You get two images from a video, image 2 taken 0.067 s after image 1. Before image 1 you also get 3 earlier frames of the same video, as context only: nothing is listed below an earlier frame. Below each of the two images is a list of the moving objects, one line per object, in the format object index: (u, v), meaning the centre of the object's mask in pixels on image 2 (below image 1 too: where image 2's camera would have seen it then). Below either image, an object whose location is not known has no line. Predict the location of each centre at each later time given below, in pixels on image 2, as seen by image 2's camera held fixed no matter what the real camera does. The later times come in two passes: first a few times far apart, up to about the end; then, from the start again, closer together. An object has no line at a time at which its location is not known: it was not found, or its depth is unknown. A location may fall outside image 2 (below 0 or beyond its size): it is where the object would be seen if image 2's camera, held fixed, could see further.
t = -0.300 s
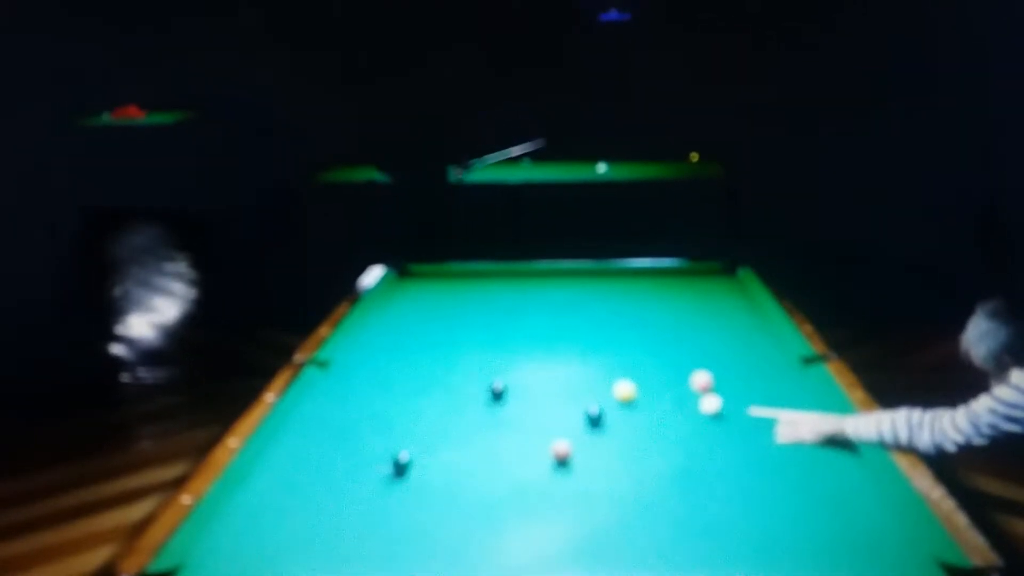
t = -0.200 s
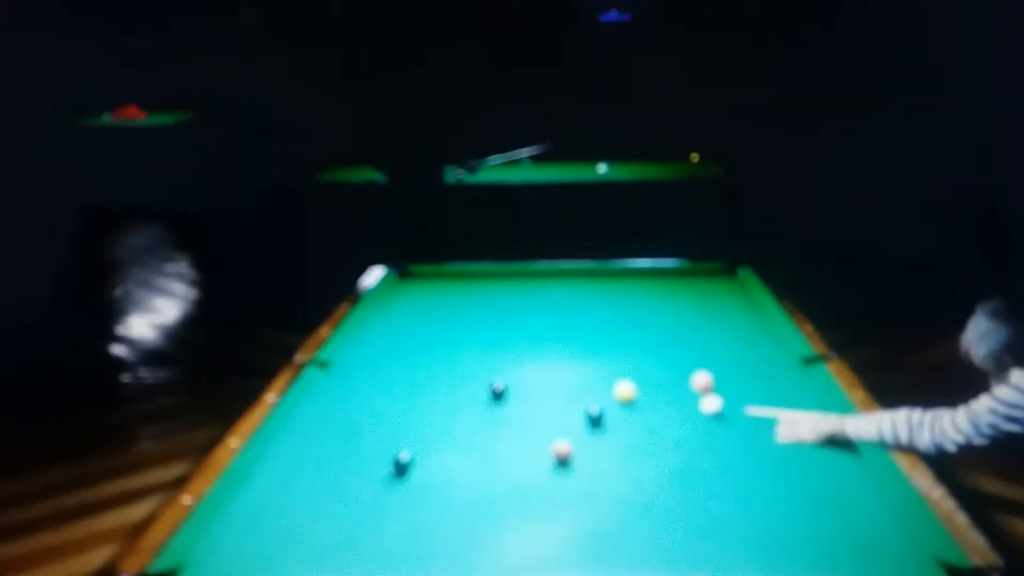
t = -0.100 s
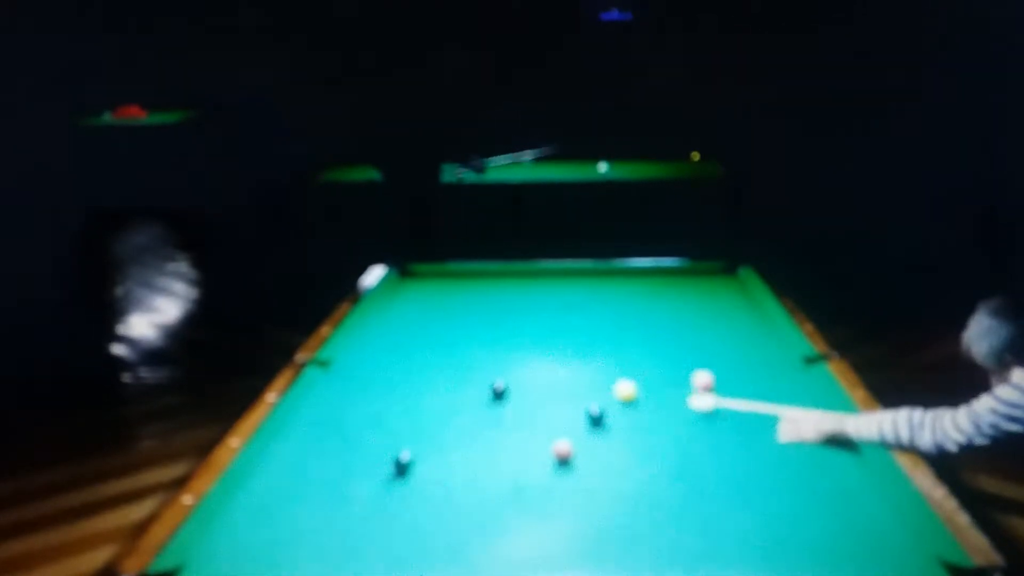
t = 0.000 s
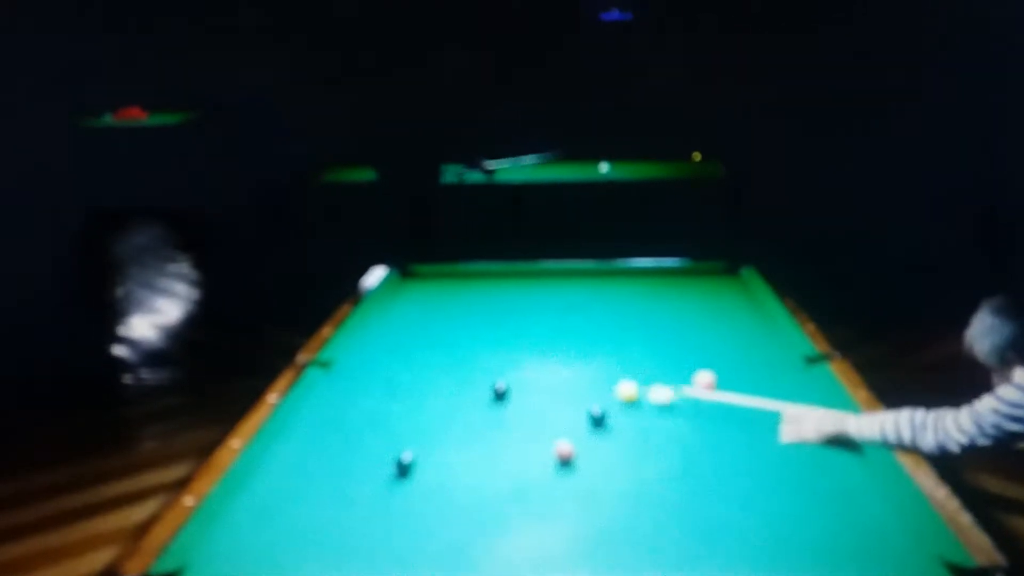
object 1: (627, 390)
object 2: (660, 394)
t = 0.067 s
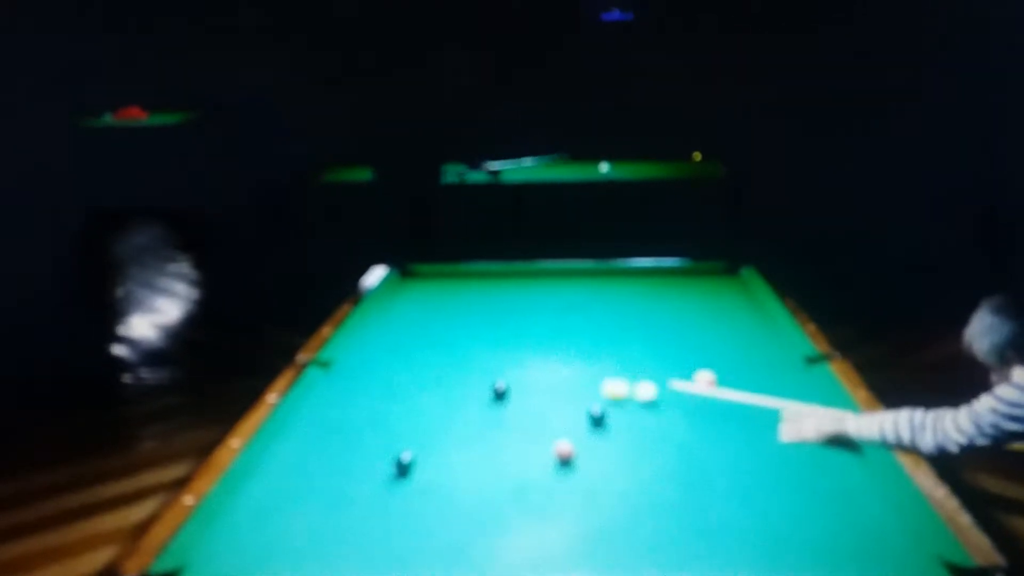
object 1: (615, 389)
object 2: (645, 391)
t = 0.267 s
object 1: (554, 381)
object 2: (634, 385)
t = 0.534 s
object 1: (491, 377)
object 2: (615, 378)
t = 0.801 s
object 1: (430, 371)
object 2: (597, 371)
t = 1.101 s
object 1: (369, 365)
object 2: (581, 365)
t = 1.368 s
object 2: (567, 360)
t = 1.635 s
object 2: (556, 356)
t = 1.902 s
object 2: (546, 352)
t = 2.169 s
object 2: (538, 350)
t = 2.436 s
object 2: (531, 347)
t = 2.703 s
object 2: (526, 345)
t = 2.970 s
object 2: (521, 343)
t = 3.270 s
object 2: (518, 343)
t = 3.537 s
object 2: (517, 342)
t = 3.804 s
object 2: (517, 342)
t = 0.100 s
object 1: (604, 388)
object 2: (645, 391)
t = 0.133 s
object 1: (592, 386)
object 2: (644, 390)
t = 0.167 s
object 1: (582, 385)
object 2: (642, 388)
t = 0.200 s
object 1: (571, 383)
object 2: (639, 387)
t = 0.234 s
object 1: (562, 382)
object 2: (636, 386)
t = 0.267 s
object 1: (554, 381)
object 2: (634, 385)
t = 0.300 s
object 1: (545, 380)
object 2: (632, 383)
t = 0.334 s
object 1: (537, 380)
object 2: (629, 383)
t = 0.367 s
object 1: (529, 379)
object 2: (626, 382)
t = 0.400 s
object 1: (521, 379)
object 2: (624, 381)
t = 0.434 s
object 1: (514, 378)
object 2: (622, 381)
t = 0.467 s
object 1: (505, 377)
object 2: (620, 380)
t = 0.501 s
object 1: (498, 378)
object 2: (617, 379)
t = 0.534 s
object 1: (491, 377)
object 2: (615, 378)
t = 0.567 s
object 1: (482, 376)
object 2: (612, 377)
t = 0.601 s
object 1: (474, 375)
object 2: (610, 376)
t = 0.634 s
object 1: (466, 374)
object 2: (608, 375)
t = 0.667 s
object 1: (459, 373)
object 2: (606, 374)
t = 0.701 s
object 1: (452, 372)
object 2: (604, 374)
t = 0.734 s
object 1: (444, 372)
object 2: (601, 372)
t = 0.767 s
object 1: (437, 372)
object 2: (599, 372)
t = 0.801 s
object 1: (430, 371)
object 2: (597, 371)
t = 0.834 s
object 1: (423, 370)
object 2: (595, 370)
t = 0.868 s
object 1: (416, 370)
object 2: (593, 370)
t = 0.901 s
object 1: (409, 369)
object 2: (591, 369)
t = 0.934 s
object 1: (402, 369)
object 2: (590, 368)
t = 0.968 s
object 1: (395, 368)
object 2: (588, 367)
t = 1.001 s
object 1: (388, 367)
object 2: (586, 367)
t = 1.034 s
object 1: (382, 366)
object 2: (584, 366)
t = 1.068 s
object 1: (375, 366)
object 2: (583, 366)
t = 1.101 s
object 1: (369, 365)
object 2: (581, 365)
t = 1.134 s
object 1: (362, 365)
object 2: (579, 365)
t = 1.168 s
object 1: (356, 364)
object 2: (577, 365)
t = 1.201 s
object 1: (350, 364)
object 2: (575, 364)
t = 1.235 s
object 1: (343, 363)
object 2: (574, 363)
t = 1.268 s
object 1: (336, 362)
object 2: (572, 363)
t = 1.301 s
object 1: (331, 363)
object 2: (571, 362)
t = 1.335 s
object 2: (569, 362)
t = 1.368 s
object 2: (567, 360)
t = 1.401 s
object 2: (566, 359)
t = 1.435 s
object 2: (564, 359)
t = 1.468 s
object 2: (563, 359)
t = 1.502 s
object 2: (562, 358)
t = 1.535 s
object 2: (560, 357)
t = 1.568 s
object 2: (559, 357)
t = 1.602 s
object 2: (557, 356)
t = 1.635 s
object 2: (556, 356)
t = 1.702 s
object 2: (553, 355)
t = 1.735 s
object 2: (552, 354)
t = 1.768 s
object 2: (551, 354)
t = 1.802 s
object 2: (550, 353)
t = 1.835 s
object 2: (548, 353)
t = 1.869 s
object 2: (547, 352)
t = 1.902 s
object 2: (546, 352)
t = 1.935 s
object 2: (545, 352)
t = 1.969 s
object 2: (544, 352)
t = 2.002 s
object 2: (543, 351)
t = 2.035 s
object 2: (542, 351)
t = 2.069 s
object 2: (541, 350)
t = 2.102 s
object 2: (539, 349)
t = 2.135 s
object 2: (539, 349)
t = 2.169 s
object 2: (538, 350)
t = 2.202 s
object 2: (537, 349)
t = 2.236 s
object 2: (536, 349)
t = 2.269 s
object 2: (535, 348)
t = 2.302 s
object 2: (534, 348)
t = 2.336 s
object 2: (534, 348)
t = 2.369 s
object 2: (533, 347)
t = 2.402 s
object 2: (532, 347)
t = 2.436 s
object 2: (531, 347)
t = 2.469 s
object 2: (531, 347)
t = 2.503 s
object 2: (530, 346)
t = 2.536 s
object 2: (529, 346)
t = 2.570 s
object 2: (529, 346)
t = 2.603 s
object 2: (528, 346)
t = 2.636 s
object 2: (527, 346)
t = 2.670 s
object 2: (526, 345)
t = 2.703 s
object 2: (526, 345)
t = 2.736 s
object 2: (525, 345)
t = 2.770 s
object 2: (524, 344)
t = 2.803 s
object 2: (523, 344)
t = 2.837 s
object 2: (523, 344)
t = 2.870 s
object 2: (523, 344)
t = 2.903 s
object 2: (522, 344)
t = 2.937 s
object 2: (521, 343)
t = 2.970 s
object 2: (521, 343)
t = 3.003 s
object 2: (521, 343)
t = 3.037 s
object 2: (520, 343)
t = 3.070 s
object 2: (520, 343)
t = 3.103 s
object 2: (520, 343)
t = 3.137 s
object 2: (519, 343)
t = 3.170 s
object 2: (519, 343)
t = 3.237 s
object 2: (518, 343)
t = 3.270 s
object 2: (518, 343)
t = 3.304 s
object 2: (518, 343)
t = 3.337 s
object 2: (518, 342)
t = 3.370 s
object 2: (517, 342)
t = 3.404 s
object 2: (517, 342)
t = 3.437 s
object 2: (517, 342)
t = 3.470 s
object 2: (517, 343)
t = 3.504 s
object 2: (517, 342)
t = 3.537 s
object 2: (517, 342)
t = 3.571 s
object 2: (517, 342)
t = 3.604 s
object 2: (517, 342)
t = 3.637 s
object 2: (517, 342)
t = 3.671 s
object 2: (517, 342)
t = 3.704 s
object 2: (517, 342)
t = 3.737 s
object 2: (517, 342)
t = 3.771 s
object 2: (517, 342)
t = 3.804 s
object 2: (517, 342)
